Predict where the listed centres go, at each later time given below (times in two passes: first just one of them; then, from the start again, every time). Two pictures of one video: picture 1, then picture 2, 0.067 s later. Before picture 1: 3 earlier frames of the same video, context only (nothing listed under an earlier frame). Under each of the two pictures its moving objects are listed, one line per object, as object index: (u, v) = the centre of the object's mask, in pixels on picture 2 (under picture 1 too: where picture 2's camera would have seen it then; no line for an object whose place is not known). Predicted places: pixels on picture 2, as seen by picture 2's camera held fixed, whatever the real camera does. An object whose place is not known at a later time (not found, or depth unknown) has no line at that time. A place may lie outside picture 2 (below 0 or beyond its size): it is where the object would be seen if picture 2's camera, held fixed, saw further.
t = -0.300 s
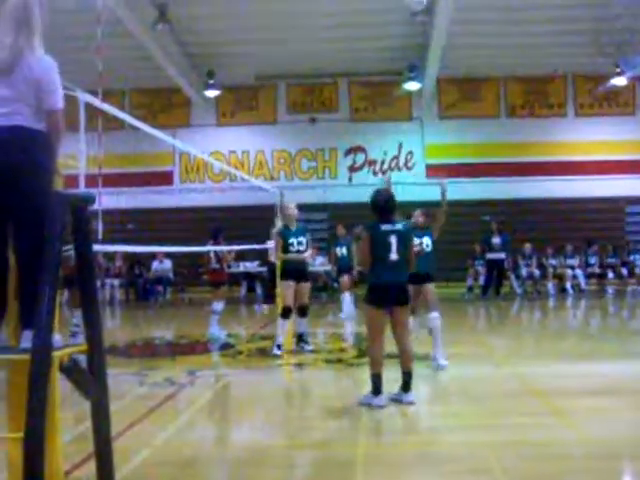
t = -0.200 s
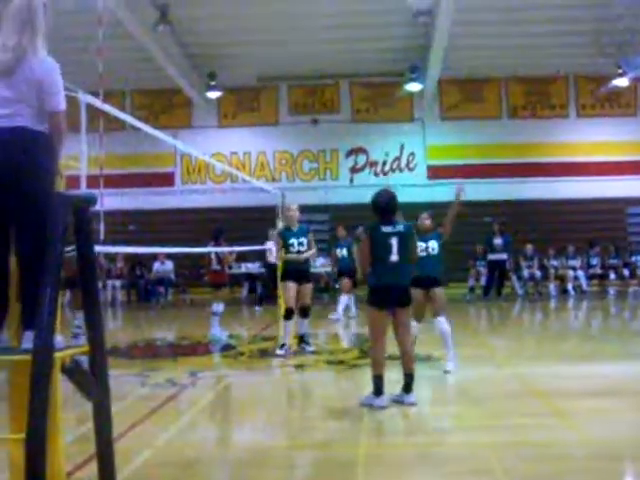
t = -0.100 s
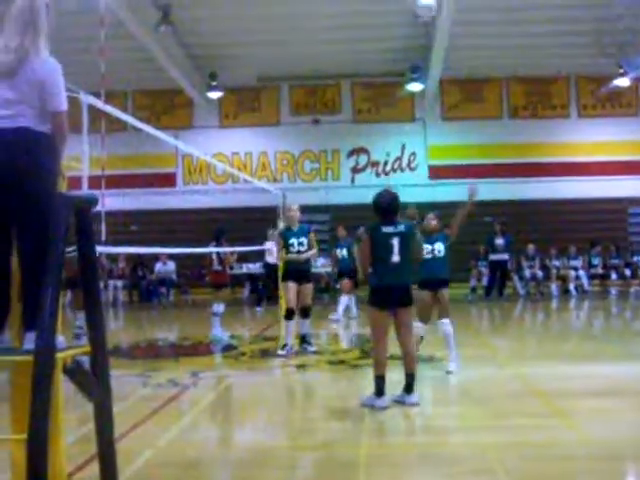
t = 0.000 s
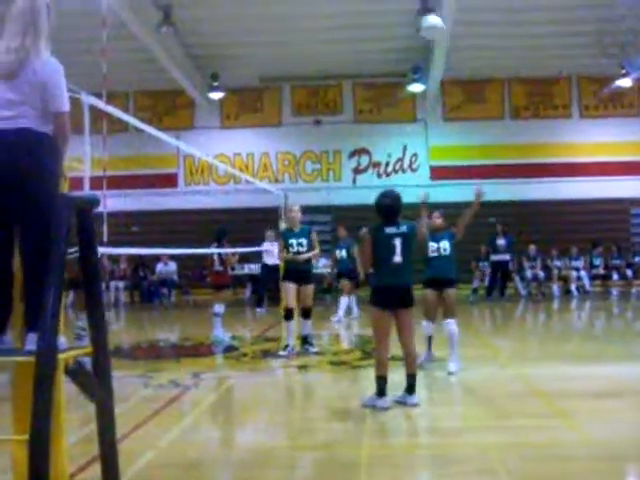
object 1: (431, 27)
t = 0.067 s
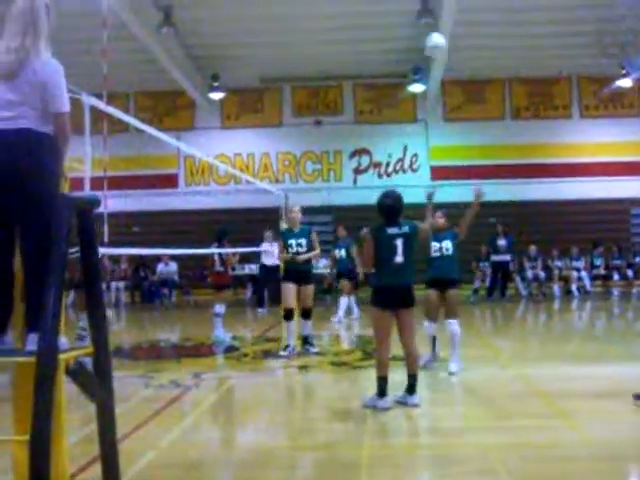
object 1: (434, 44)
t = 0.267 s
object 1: (447, 130)
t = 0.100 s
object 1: (437, 54)
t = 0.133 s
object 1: (440, 69)
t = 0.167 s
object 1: (441, 83)
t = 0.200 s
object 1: (443, 97)
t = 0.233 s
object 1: (446, 113)
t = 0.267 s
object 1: (447, 130)
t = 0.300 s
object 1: (451, 155)
